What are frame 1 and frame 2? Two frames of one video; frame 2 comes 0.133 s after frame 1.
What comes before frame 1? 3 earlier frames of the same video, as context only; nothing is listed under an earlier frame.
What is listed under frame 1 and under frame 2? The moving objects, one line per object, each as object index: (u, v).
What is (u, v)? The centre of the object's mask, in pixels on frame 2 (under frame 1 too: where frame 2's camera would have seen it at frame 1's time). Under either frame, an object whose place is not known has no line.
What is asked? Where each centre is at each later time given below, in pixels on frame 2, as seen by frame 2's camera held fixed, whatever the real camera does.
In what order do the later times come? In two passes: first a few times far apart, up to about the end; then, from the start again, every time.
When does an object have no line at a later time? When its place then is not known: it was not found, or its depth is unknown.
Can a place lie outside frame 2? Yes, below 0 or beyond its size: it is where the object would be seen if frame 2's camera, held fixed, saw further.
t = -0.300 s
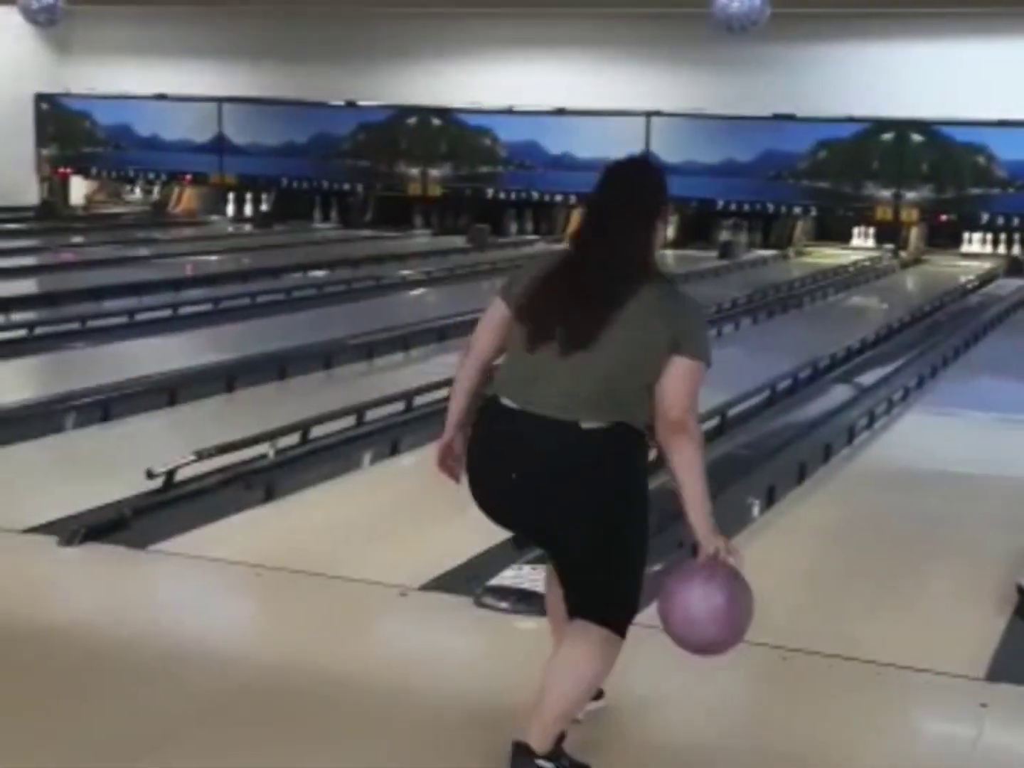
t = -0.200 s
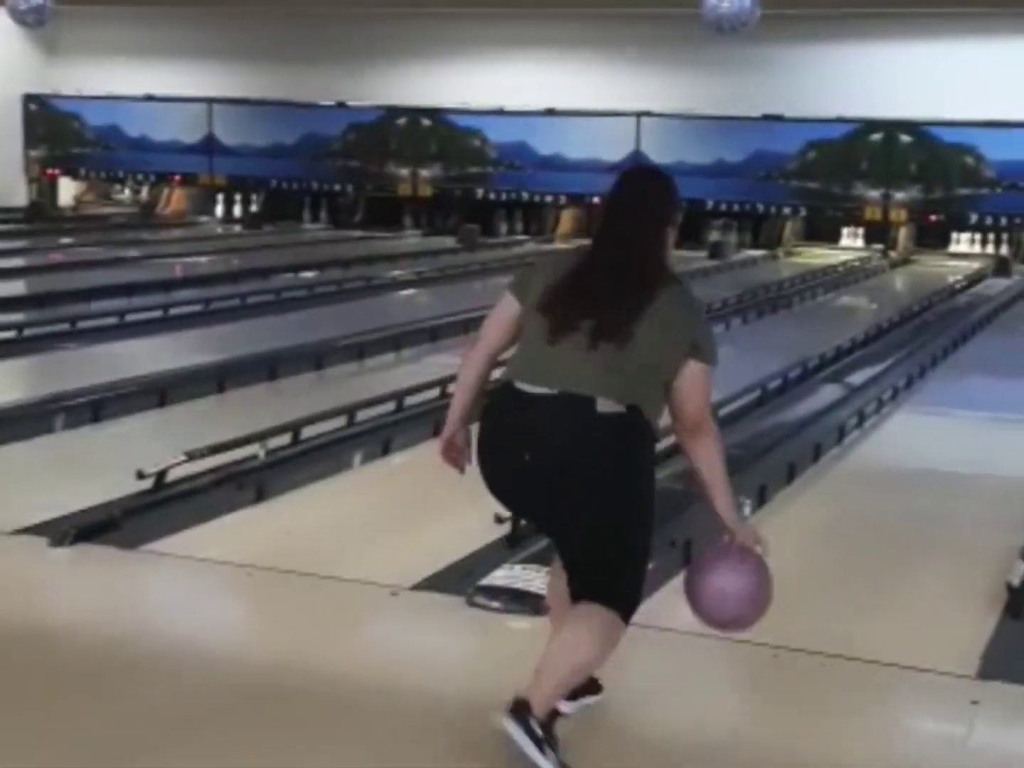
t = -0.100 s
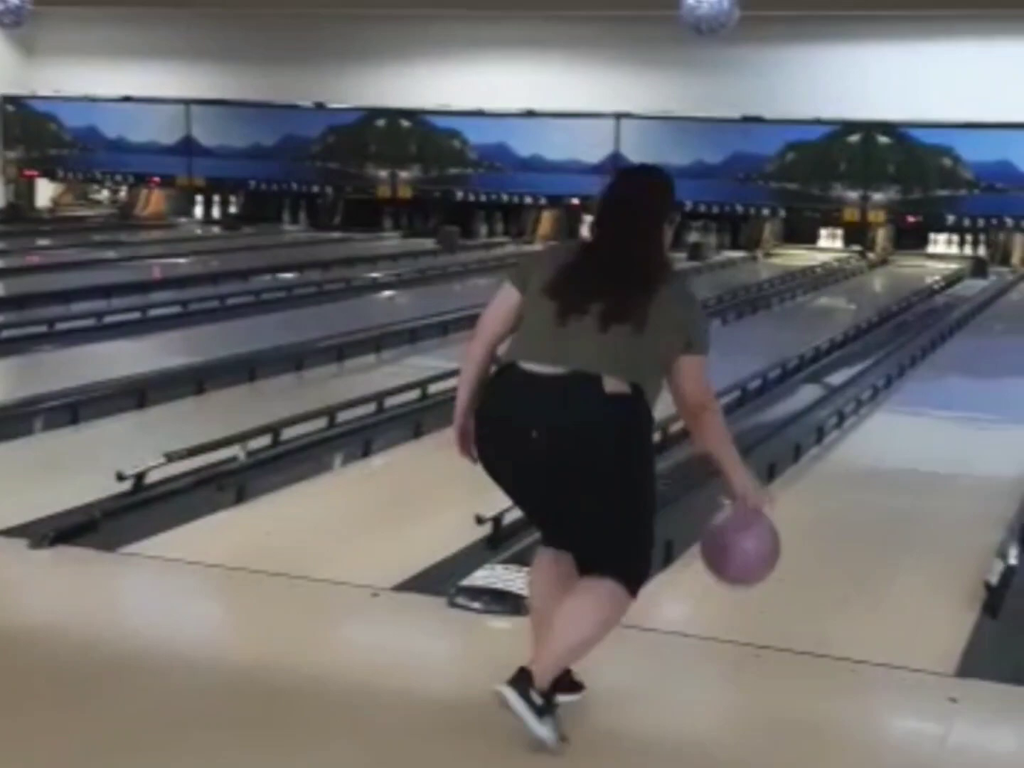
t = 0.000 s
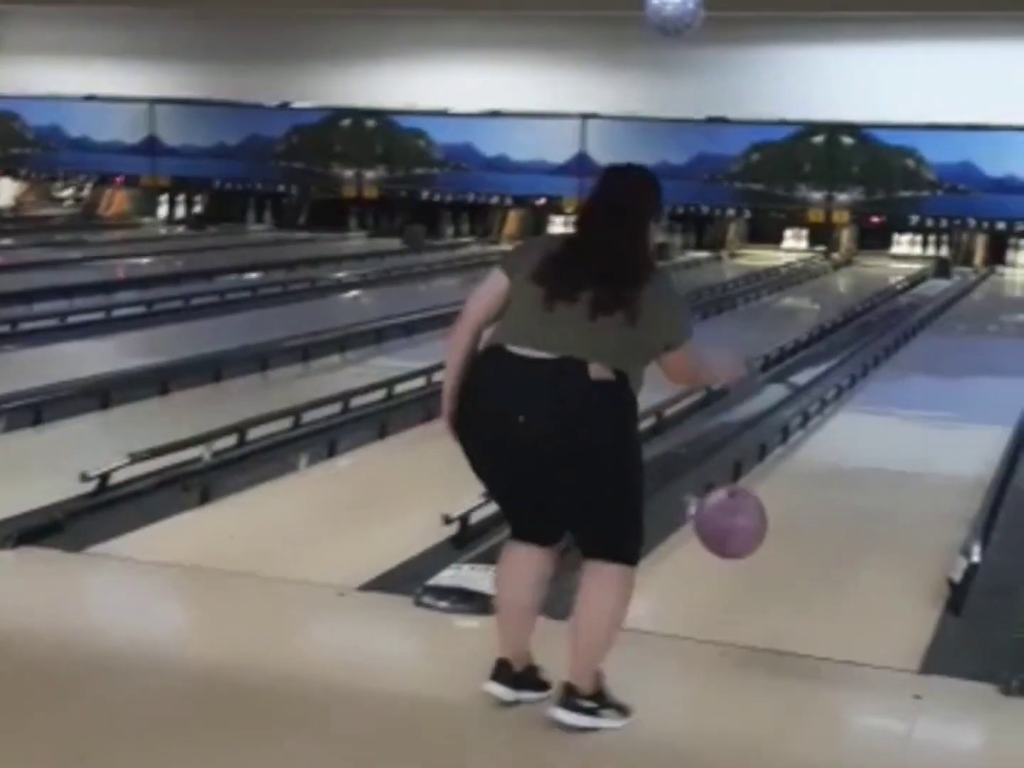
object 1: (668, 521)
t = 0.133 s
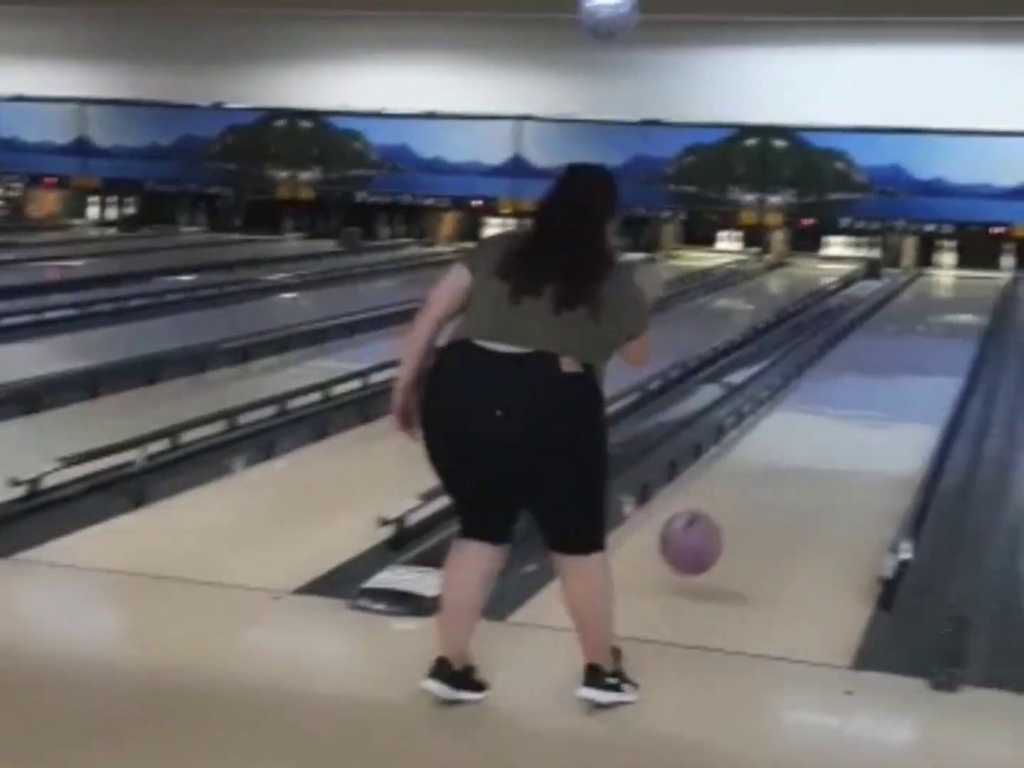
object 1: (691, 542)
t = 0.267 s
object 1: (712, 506)
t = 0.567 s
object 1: (745, 460)
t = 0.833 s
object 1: (765, 424)
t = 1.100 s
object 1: (777, 400)
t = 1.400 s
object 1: (796, 377)
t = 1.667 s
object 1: (816, 363)
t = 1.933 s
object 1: (835, 351)
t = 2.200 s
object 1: (850, 340)
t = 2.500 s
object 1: (865, 329)
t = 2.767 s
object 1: (875, 324)
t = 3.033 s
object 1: (892, 317)
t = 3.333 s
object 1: (904, 306)
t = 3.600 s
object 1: (915, 302)
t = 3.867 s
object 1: (922, 296)
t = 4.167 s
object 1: (930, 290)
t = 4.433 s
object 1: (936, 286)
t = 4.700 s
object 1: (944, 280)
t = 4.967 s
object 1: (951, 276)
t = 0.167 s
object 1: (696, 548)
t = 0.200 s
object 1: (701, 529)
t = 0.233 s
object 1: (707, 516)
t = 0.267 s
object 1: (712, 506)
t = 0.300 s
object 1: (715, 499)
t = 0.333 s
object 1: (720, 495)
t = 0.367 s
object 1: (723, 496)
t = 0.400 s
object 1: (727, 490)
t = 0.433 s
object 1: (731, 482)
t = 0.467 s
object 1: (735, 477)
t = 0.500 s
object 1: (738, 471)
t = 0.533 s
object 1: (741, 465)
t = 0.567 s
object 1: (745, 460)
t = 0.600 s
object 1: (748, 455)
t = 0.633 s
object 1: (751, 450)
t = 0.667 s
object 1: (754, 445)
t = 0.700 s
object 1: (756, 441)
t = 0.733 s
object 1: (758, 437)
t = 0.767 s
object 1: (760, 432)
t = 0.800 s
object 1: (763, 429)
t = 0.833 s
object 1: (765, 424)
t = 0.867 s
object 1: (766, 420)
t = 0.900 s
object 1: (767, 416)
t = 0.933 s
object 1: (769, 413)
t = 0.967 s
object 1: (771, 409)
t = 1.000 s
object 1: (773, 407)
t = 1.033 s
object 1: (774, 404)
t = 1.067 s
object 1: (775, 402)
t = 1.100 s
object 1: (777, 400)
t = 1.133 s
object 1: (779, 396)
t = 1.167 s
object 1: (780, 392)
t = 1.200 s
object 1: (781, 391)
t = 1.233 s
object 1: (782, 388)
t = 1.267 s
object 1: (784, 384)
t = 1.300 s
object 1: (787, 382)
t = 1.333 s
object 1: (790, 381)
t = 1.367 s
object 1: (793, 379)
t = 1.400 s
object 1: (796, 377)
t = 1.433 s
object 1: (799, 375)
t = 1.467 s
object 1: (802, 374)
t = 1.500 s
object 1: (804, 372)
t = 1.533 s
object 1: (808, 370)
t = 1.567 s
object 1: (810, 367)
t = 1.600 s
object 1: (812, 367)
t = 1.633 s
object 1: (814, 364)
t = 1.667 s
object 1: (816, 363)
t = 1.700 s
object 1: (820, 361)
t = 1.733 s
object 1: (821, 360)
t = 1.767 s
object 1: (824, 359)
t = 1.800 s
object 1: (827, 357)
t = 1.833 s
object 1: (829, 356)
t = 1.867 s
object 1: (831, 354)
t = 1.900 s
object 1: (832, 352)
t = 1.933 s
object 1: (835, 351)
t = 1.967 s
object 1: (837, 350)
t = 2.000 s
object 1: (839, 349)
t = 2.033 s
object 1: (841, 347)
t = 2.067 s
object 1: (842, 346)
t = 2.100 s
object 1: (845, 345)
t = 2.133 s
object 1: (846, 343)
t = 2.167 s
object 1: (848, 342)
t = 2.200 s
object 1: (850, 340)
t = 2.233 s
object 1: (852, 339)
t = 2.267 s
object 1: (853, 338)
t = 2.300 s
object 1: (854, 337)
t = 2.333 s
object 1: (856, 335)
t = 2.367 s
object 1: (858, 334)
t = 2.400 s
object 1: (860, 333)
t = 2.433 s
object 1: (861, 331)
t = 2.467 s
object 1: (863, 331)
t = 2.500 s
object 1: (865, 329)
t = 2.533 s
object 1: (865, 328)
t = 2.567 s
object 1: (868, 328)
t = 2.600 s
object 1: (869, 327)
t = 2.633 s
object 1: (870, 327)
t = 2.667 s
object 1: (872, 326)
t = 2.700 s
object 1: (874, 325)
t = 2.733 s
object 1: (875, 325)
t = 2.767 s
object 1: (875, 324)
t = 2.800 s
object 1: (877, 324)
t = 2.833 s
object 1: (877, 323)
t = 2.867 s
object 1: (880, 323)
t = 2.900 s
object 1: (882, 323)
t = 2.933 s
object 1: (887, 320)
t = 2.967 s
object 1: (888, 320)
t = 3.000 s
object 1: (891, 319)
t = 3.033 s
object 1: (892, 317)
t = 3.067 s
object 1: (895, 314)
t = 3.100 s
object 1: (898, 312)
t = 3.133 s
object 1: (899, 311)
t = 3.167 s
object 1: (900, 310)
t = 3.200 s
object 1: (900, 310)
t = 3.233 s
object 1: (902, 309)
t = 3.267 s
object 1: (902, 308)
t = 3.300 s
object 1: (904, 306)
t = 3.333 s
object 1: (904, 306)
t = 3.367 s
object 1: (905, 306)
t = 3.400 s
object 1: (907, 305)
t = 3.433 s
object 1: (908, 305)
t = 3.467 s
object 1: (910, 304)
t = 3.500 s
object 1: (910, 304)
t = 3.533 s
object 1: (912, 303)
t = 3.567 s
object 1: (913, 302)
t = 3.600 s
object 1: (915, 302)
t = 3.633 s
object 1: (916, 300)
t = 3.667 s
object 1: (917, 299)
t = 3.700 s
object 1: (918, 299)
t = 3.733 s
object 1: (919, 298)
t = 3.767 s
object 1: (920, 297)
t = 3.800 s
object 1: (920, 298)
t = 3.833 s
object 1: (922, 296)
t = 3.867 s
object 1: (922, 296)
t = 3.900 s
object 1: (923, 295)
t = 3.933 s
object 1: (924, 295)
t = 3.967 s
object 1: (925, 293)
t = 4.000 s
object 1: (927, 292)
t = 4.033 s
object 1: (927, 292)
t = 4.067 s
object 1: (927, 292)
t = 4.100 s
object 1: (929, 291)
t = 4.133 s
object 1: (930, 291)
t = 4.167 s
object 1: (930, 290)
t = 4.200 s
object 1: (932, 289)
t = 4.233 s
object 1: (932, 289)
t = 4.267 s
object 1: (933, 288)
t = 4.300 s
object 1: (934, 288)
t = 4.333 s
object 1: (934, 287)
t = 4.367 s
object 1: (936, 286)
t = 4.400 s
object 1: (936, 286)
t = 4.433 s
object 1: (936, 286)
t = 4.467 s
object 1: (938, 285)
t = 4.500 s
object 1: (938, 284)
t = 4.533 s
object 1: (939, 283)
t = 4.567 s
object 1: (941, 283)
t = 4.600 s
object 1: (942, 282)
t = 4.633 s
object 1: (942, 282)
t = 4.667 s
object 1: (943, 281)
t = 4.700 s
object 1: (944, 280)
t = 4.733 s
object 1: (944, 280)
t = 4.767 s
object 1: (945, 280)
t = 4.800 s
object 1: (947, 279)
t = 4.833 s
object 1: (947, 279)
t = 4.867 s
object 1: (948, 279)
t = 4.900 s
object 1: (949, 278)
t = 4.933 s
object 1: (950, 277)
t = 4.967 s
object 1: (951, 276)
